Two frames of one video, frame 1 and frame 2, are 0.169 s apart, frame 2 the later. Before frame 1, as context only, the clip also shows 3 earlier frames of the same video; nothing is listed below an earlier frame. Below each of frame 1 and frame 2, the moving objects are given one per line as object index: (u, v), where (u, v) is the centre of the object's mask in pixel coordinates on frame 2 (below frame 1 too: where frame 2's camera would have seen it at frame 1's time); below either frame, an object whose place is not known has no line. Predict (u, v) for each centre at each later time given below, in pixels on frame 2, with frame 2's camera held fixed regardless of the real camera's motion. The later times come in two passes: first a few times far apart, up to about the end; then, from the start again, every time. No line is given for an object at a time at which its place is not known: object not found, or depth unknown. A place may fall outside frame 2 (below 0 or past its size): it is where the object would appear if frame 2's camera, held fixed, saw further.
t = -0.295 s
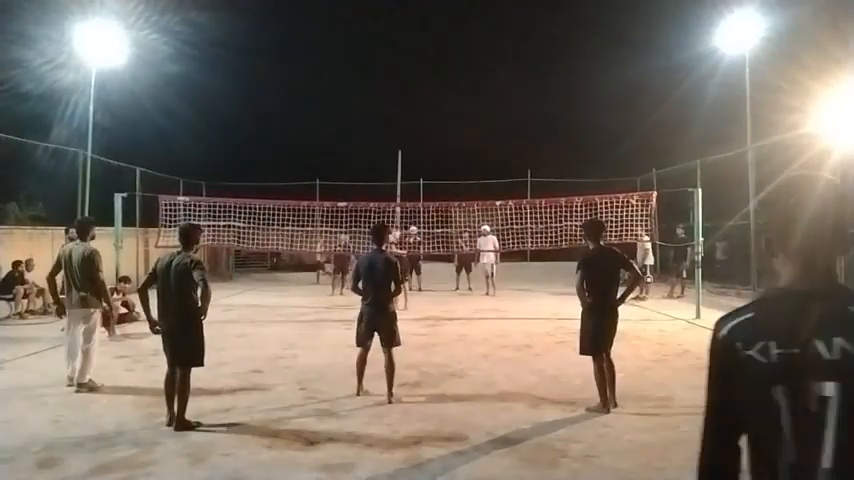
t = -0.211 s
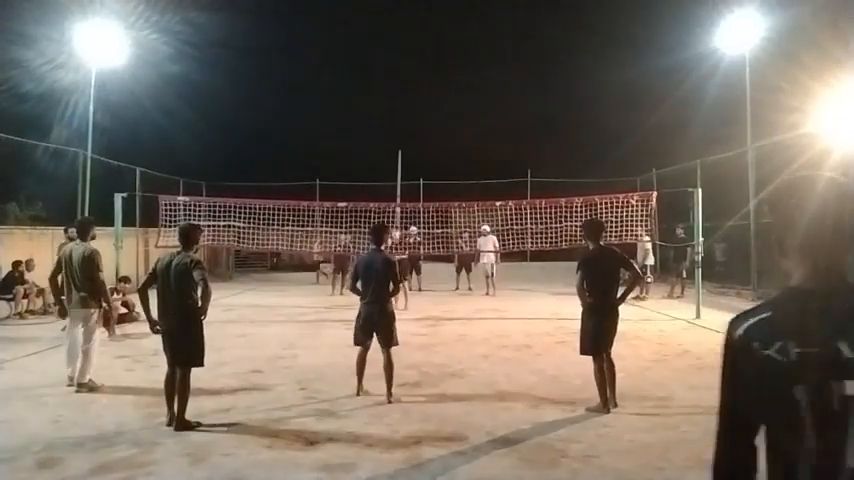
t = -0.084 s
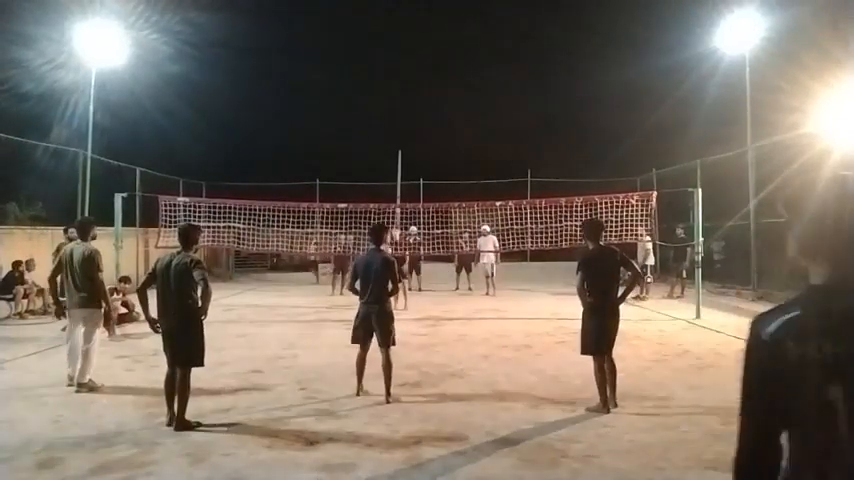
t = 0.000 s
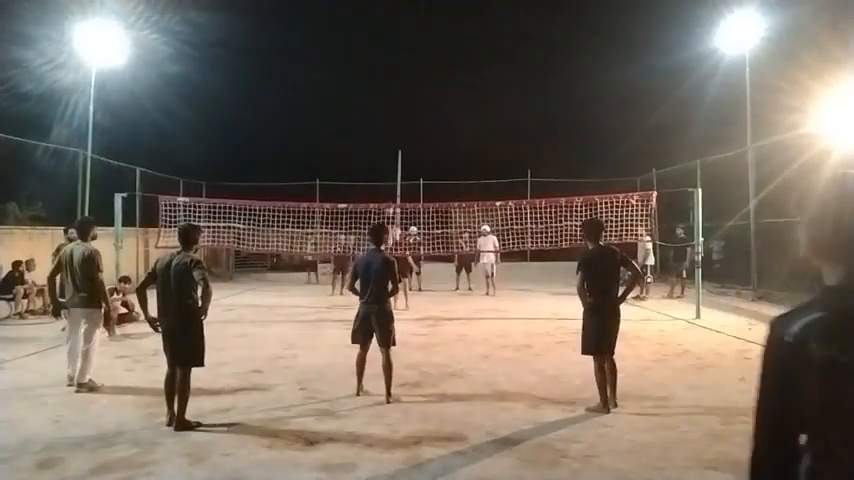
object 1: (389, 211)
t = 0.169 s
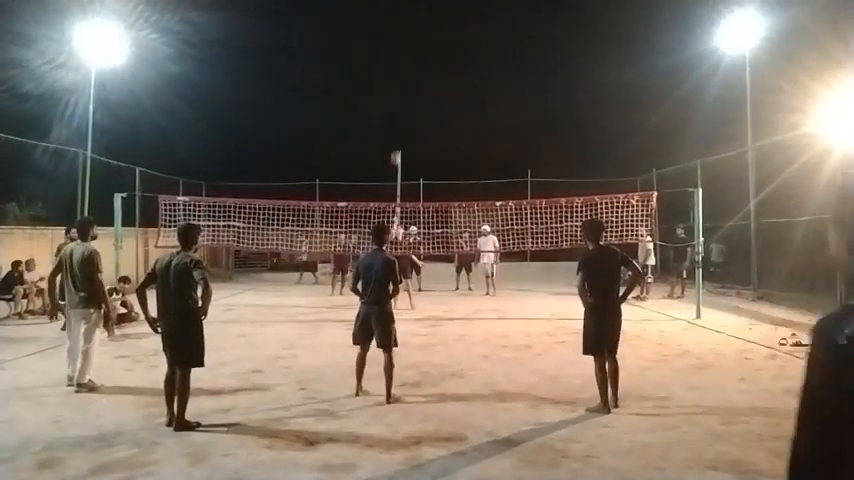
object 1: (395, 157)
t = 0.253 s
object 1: (399, 136)
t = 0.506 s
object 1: (412, 86)
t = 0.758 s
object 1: (429, 68)
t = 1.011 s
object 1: (450, 95)
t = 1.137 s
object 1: (463, 131)
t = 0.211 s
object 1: (397, 146)
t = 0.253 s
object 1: (399, 136)
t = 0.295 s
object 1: (401, 126)
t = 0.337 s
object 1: (403, 117)
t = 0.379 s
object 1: (405, 108)
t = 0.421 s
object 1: (408, 99)
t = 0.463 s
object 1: (409, 93)
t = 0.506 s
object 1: (412, 86)
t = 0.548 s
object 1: (415, 80)
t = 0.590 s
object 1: (418, 76)
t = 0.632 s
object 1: (420, 72)
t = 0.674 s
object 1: (423, 70)
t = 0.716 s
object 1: (426, 68)
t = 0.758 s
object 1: (429, 68)
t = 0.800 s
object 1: (432, 68)
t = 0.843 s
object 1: (436, 71)
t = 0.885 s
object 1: (439, 74)
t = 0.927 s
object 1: (443, 79)
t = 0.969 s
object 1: (447, 86)
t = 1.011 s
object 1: (450, 95)
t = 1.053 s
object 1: (455, 105)
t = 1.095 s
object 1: (459, 117)
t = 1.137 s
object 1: (463, 131)
